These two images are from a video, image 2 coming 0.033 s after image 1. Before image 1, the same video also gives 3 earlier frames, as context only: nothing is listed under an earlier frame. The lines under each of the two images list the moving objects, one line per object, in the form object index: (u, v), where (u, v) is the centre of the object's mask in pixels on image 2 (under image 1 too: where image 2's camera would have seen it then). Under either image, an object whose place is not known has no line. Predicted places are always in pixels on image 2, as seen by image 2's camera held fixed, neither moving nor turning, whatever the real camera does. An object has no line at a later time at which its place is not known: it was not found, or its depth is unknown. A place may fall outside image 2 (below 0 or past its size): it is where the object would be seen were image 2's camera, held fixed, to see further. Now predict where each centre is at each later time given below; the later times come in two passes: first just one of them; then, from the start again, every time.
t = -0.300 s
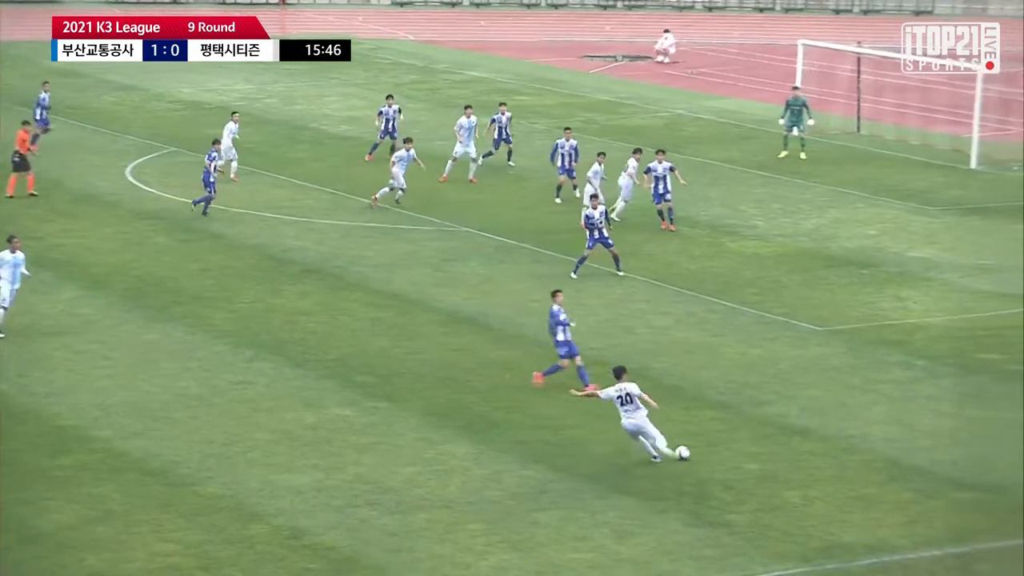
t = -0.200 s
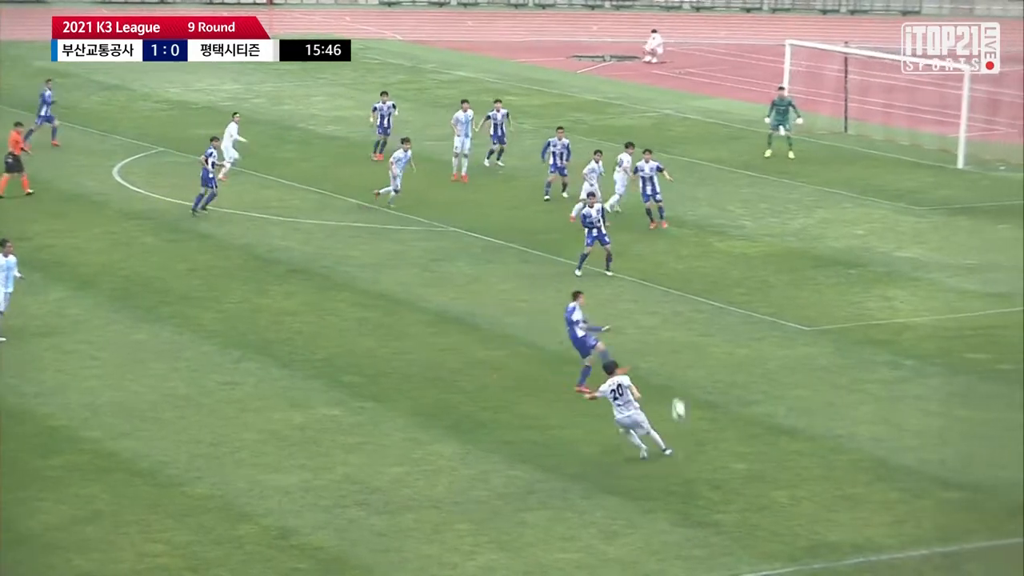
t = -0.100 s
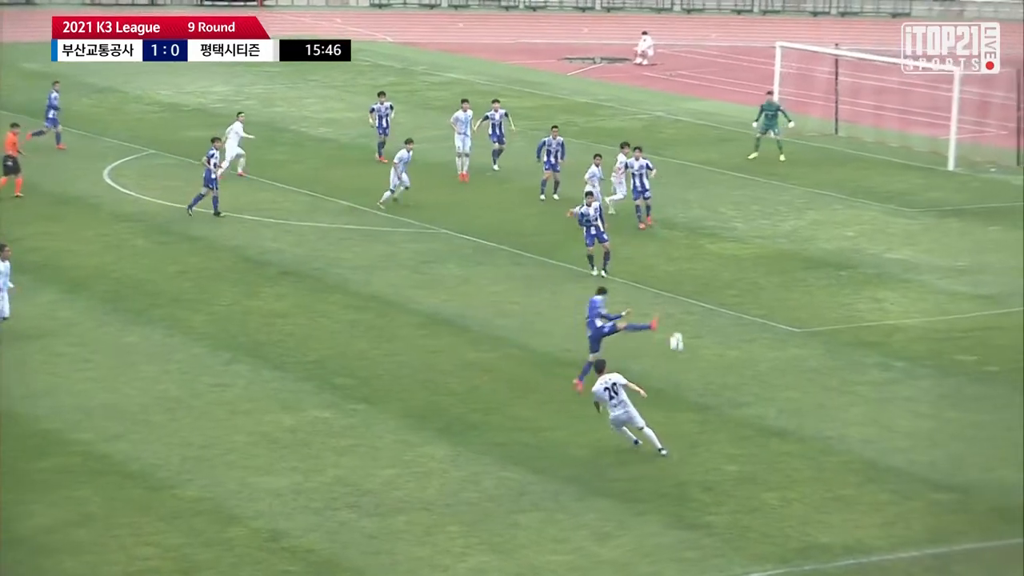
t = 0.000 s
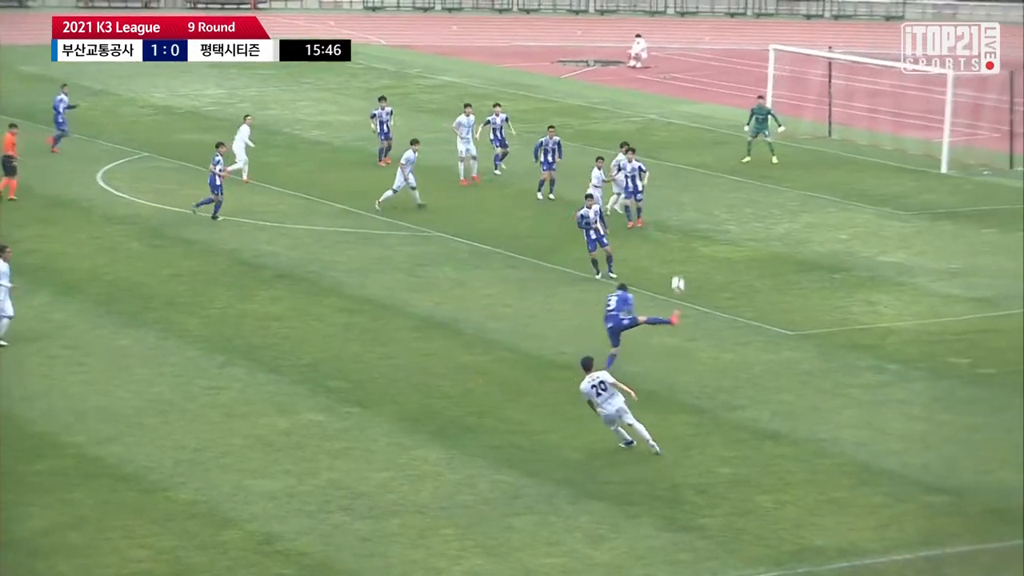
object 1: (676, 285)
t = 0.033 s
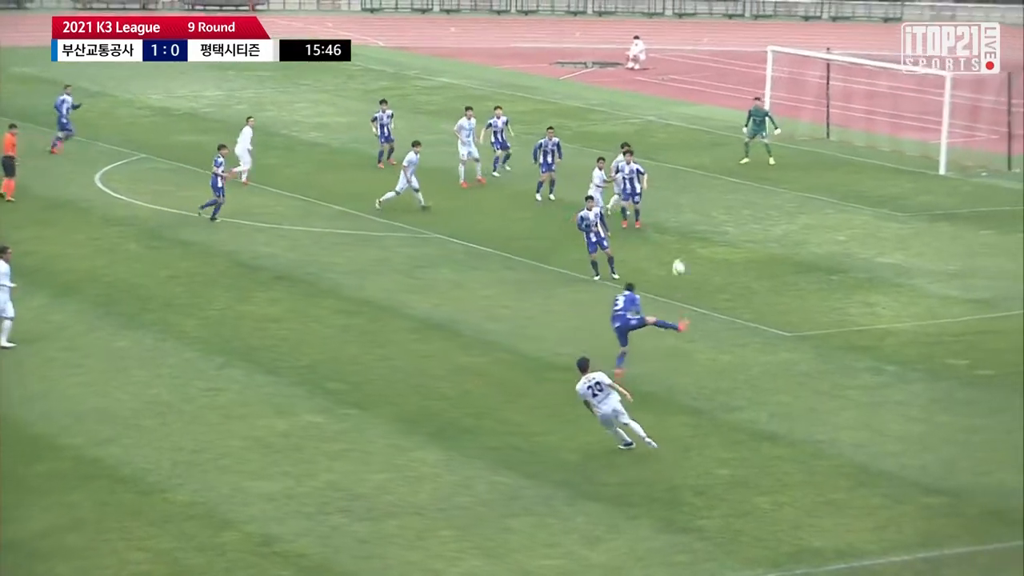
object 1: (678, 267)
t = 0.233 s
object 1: (692, 176)
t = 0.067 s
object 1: (681, 250)
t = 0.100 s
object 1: (683, 233)
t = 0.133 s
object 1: (686, 218)
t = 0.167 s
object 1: (690, 204)
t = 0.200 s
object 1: (691, 189)
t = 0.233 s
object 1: (692, 176)
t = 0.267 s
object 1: (695, 163)
